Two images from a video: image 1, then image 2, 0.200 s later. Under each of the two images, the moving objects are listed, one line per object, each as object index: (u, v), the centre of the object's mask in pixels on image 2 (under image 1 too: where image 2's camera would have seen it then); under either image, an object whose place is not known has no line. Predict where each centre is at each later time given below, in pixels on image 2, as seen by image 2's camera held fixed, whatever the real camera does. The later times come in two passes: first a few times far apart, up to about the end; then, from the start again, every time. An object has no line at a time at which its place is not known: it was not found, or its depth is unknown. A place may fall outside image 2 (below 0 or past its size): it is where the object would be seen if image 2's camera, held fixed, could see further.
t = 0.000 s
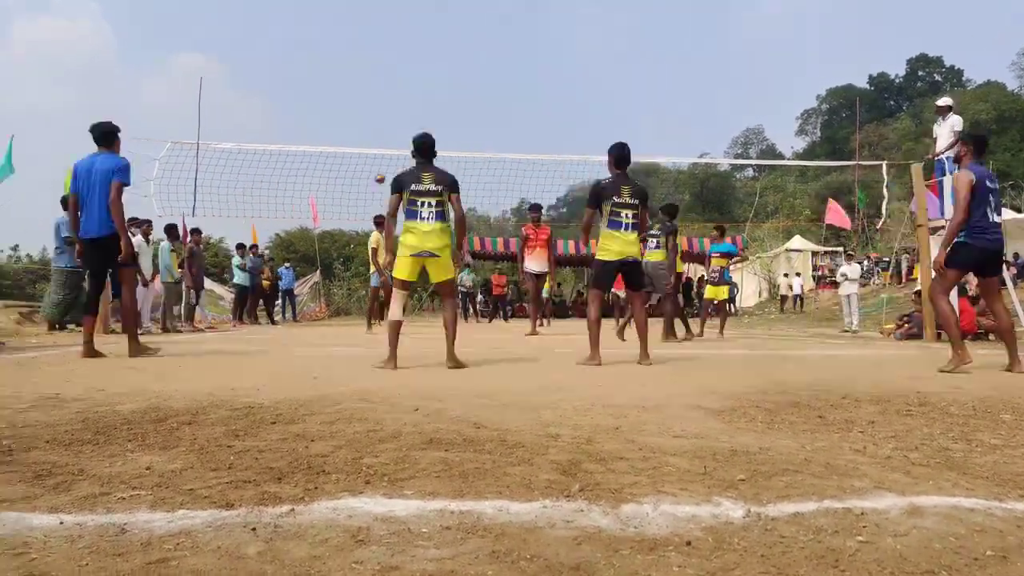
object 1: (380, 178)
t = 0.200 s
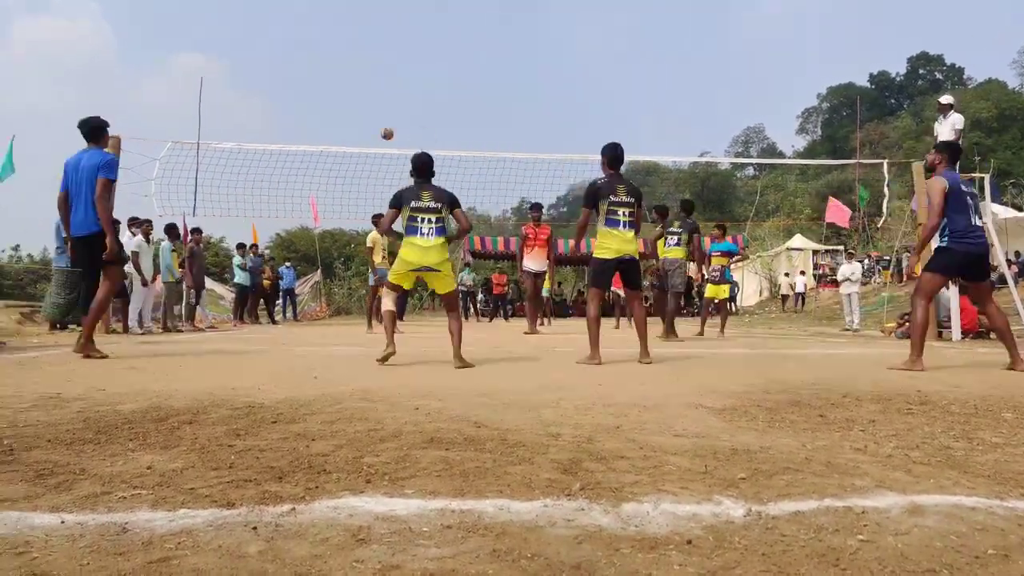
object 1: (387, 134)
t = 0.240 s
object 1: (388, 127)
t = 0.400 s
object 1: (397, 100)
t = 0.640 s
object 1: (411, 82)
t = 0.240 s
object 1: (388, 127)
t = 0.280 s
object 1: (391, 119)
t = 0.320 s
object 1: (392, 113)
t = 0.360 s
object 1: (395, 105)
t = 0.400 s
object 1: (397, 100)
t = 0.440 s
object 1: (398, 96)
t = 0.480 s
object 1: (401, 90)
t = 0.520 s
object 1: (403, 87)
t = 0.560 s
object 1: (405, 85)
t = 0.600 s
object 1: (408, 83)
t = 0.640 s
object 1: (411, 82)
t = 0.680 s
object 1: (415, 82)
